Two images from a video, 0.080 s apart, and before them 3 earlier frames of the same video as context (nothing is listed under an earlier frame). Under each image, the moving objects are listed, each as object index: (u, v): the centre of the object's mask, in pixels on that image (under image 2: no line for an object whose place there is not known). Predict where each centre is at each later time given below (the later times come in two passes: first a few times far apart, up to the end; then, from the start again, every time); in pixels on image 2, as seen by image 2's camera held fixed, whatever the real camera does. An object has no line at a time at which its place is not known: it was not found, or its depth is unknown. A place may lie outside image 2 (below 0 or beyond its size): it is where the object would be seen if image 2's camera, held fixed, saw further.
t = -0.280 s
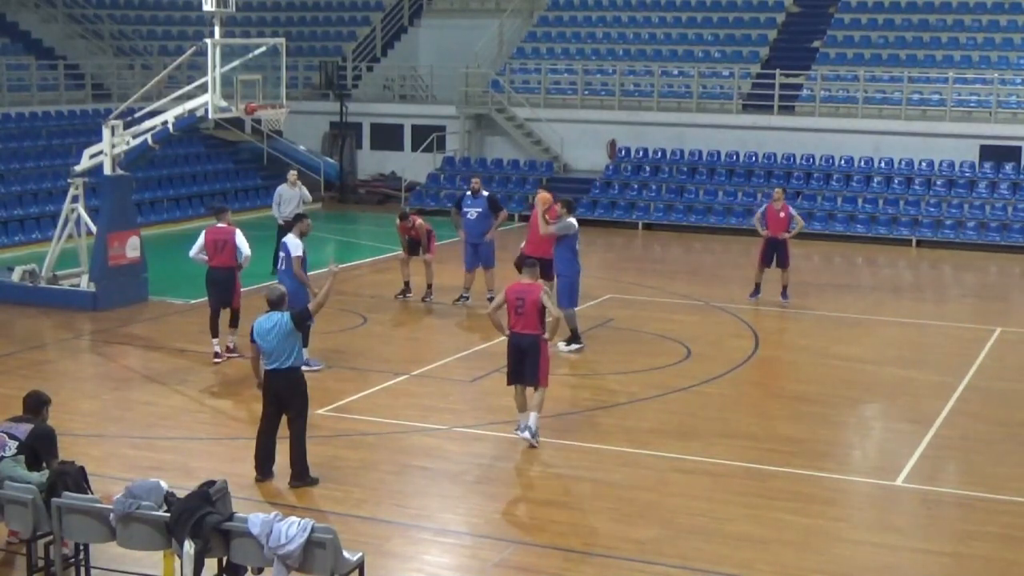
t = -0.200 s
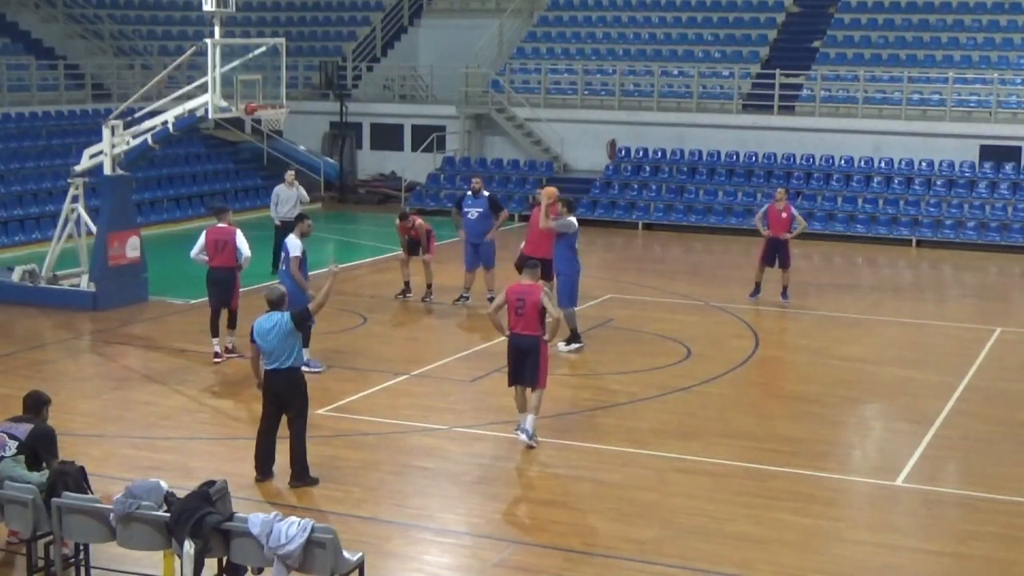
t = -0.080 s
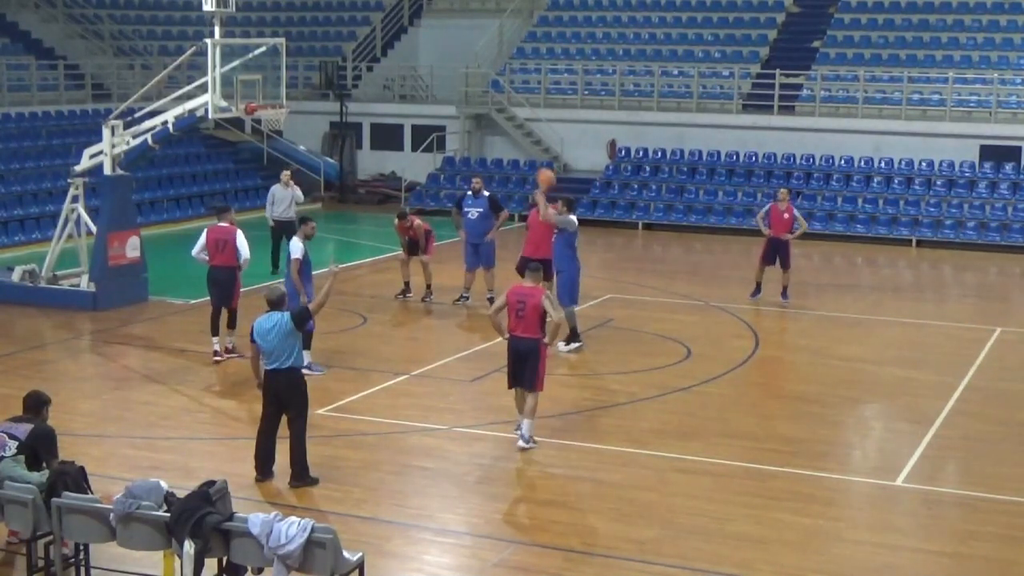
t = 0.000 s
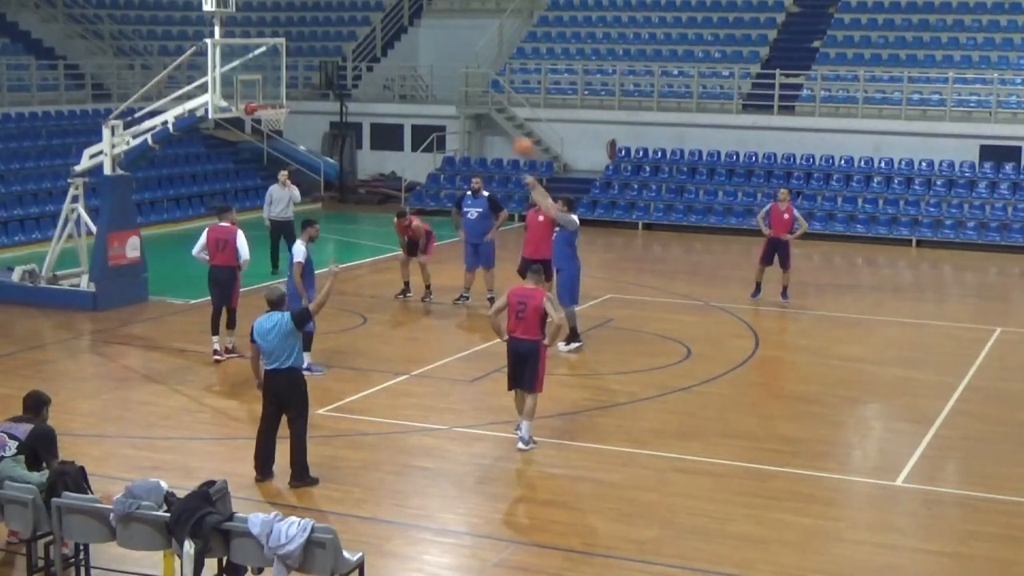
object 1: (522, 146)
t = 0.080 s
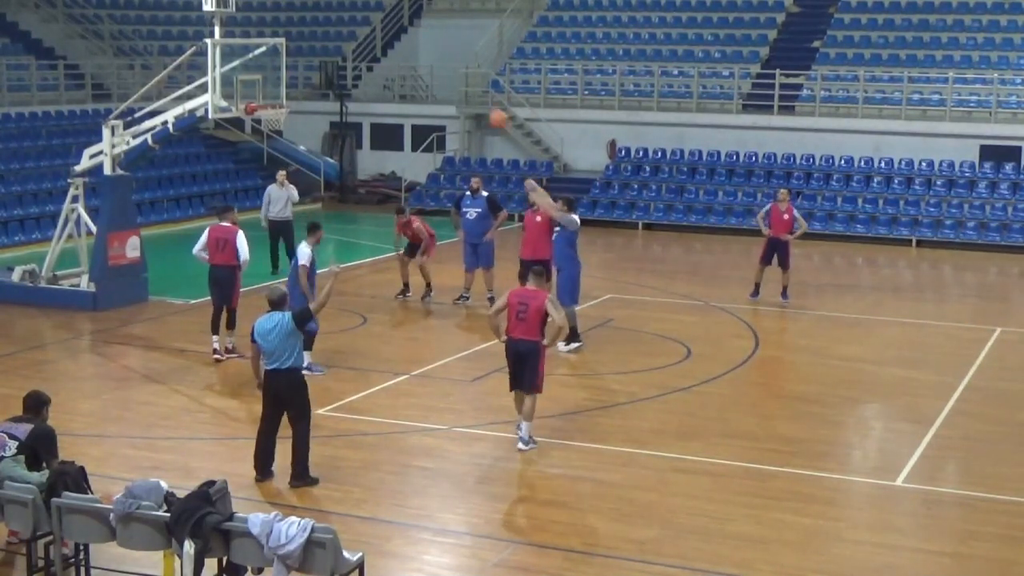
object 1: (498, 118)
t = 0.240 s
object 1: (450, 78)
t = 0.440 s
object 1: (391, 55)
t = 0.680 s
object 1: (324, 66)
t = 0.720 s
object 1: (313, 73)
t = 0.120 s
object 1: (486, 106)
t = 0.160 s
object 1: (473, 95)
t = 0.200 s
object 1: (461, 86)
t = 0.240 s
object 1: (450, 78)
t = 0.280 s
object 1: (438, 71)
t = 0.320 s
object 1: (425, 65)
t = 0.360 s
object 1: (414, 60)
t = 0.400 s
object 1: (402, 58)
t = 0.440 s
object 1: (391, 55)
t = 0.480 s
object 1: (379, 55)
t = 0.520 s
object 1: (368, 55)
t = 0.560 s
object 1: (357, 56)
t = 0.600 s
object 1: (345, 59)
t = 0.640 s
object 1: (335, 62)
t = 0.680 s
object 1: (324, 66)
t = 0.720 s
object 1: (313, 73)
